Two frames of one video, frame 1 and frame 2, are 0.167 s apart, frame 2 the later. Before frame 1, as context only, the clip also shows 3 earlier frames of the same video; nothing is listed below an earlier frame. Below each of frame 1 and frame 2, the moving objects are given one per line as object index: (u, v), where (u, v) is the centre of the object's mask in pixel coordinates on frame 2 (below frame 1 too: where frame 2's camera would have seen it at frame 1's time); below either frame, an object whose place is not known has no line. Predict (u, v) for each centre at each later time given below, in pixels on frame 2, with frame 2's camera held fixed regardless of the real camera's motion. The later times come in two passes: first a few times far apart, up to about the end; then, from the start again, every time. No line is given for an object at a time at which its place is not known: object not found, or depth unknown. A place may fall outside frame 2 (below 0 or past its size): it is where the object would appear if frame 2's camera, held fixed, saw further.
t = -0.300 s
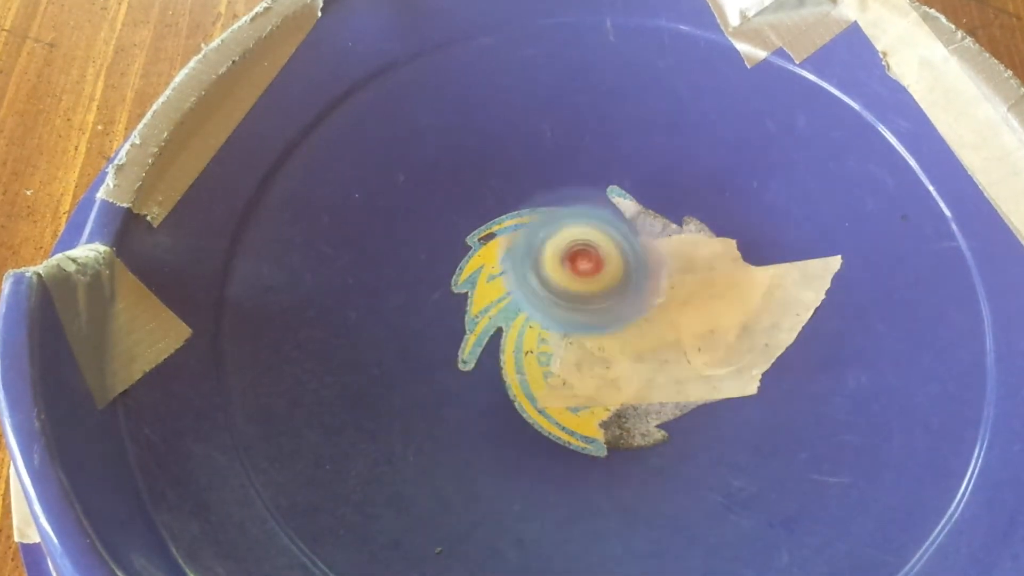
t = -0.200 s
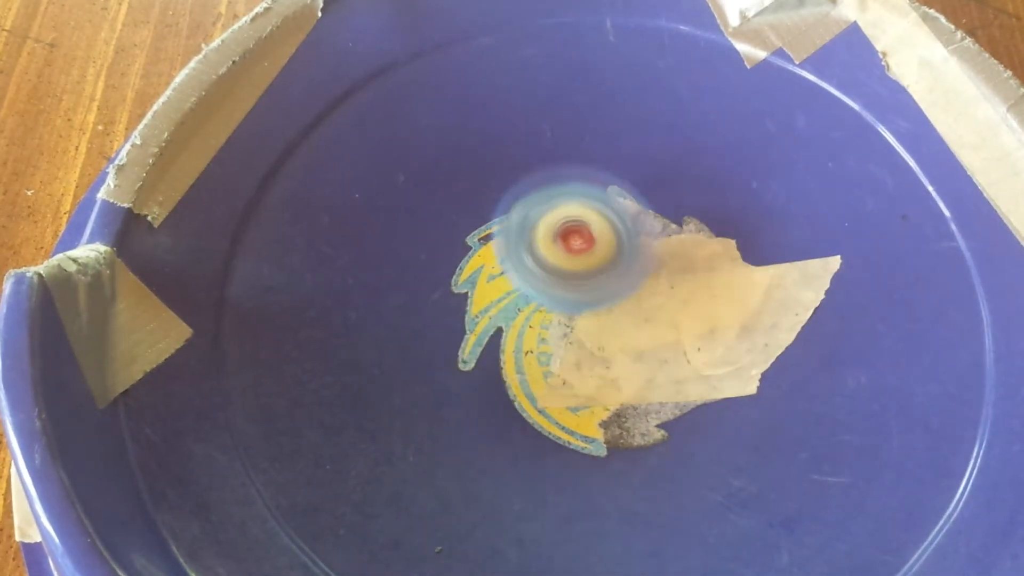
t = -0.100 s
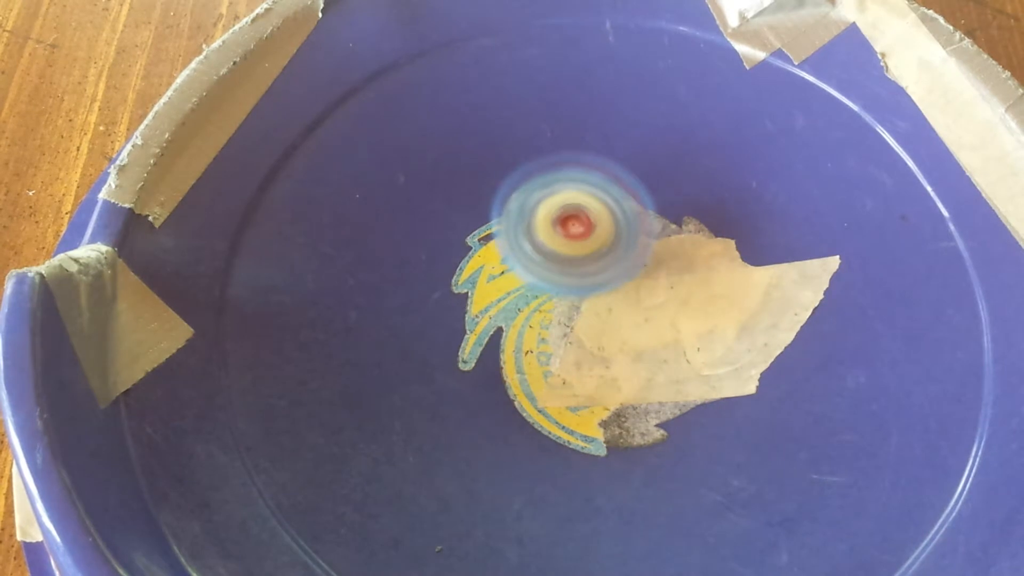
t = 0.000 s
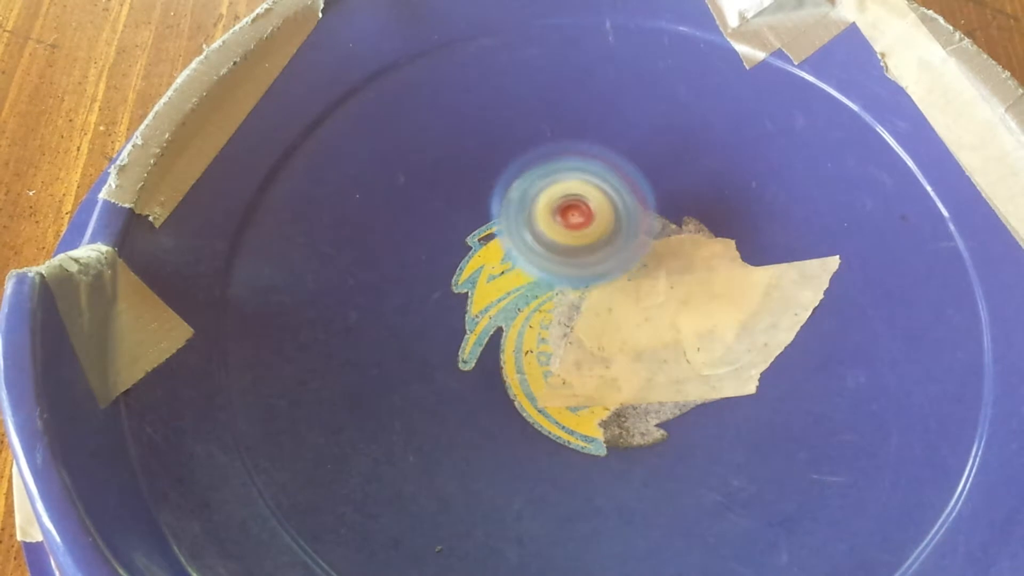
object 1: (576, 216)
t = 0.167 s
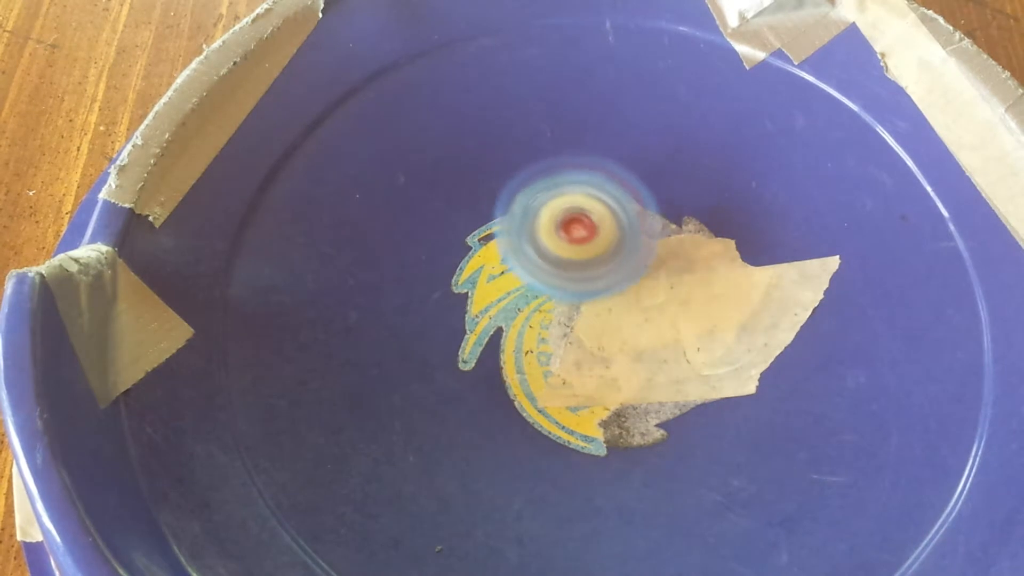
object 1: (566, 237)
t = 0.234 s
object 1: (577, 242)
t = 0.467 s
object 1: (626, 258)
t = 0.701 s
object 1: (638, 235)
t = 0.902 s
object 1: (631, 270)
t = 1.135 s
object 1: (617, 315)
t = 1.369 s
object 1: (609, 354)
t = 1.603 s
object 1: (605, 358)
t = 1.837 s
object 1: (583, 339)
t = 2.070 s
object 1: (546, 318)
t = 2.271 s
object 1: (536, 303)
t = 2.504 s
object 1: (527, 296)
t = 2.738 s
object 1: (565, 305)
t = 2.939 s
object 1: (600, 283)
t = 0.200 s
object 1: (572, 239)
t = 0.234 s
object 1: (577, 242)
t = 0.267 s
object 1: (595, 240)
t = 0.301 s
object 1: (587, 248)
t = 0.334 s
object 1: (596, 249)
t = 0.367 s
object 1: (605, 250)
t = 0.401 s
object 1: (611, 252)
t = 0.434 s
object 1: (617, 256)
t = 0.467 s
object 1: (626, 258)
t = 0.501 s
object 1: (636, 260)
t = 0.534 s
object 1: (647, 264)
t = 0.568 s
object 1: (656, 259)
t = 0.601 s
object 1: (655, 250)
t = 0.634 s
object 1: (650, 238)
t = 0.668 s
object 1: (644, 234)
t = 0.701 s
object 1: (638, 235)
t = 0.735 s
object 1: (633, 238)
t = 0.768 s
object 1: (630, 243)
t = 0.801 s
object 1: (631, 248)
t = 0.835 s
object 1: (629, 256)
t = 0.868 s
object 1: (630, 262)
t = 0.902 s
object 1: (631, 270)
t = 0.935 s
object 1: (633, 277)
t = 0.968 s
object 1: (633, 283)
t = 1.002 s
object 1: (631, 289)
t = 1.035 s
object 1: (628, 295)
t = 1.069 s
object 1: (624, 302)
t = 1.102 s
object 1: (621, 308)
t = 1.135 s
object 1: (617, 315)
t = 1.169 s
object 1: (613, 324)
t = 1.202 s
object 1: (612, 332)
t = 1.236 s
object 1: (609, 339)
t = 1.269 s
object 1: (608, 344)
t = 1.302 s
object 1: (609, 348)
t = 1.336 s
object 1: (607, 351)
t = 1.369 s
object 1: (609, 354)
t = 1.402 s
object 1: (609, 357)
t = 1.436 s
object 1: (609, 359)
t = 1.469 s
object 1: (606, 360)
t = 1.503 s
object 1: (604, 360)
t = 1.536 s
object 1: (604, 360)
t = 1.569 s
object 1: (605, 360)
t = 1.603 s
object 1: (605, 358)
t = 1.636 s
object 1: (603, 356)
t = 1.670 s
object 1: (602, 355)
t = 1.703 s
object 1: (599, 353)
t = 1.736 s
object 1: (596, 349)
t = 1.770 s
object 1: (593, 346)
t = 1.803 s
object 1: (589, 344)
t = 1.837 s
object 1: (583, 339)
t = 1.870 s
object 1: (576, 334)
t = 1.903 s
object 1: (569, 330)
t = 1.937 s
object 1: (565, 328)
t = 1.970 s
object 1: (560, 327)
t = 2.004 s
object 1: (553, 323)
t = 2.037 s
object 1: (549, 320)
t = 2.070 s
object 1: (546, 318)
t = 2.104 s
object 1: (542, 316)
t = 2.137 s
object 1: (538, 314)
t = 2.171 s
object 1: (544, 311)
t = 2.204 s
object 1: (532, 309)
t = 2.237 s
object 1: (538, 306)
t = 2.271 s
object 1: (536, 303)
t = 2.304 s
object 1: (533, 300)
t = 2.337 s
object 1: (530, 298)
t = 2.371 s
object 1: (528, 297)
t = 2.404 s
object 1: (527, 296)
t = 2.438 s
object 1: (527, 296)
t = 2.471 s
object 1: (527, 296)
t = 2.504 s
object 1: (527, 296)
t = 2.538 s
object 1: (529, 297)
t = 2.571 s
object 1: (531, 298)
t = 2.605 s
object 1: (535, 298)
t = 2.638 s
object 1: (542, 300)
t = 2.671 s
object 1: (550, 302)
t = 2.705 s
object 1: (558, 304)
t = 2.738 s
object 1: (565, 305)
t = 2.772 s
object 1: (574, 303)
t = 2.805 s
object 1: (581, 298)
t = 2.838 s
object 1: (582, 295)
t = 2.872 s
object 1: (587, 290)
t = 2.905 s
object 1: (593, 286)
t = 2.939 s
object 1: (600, 283)
